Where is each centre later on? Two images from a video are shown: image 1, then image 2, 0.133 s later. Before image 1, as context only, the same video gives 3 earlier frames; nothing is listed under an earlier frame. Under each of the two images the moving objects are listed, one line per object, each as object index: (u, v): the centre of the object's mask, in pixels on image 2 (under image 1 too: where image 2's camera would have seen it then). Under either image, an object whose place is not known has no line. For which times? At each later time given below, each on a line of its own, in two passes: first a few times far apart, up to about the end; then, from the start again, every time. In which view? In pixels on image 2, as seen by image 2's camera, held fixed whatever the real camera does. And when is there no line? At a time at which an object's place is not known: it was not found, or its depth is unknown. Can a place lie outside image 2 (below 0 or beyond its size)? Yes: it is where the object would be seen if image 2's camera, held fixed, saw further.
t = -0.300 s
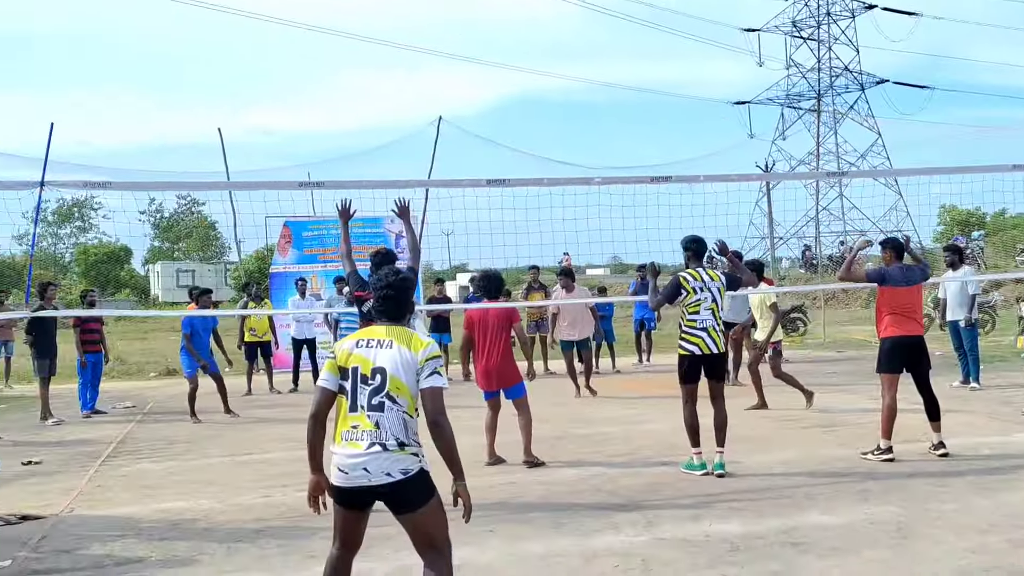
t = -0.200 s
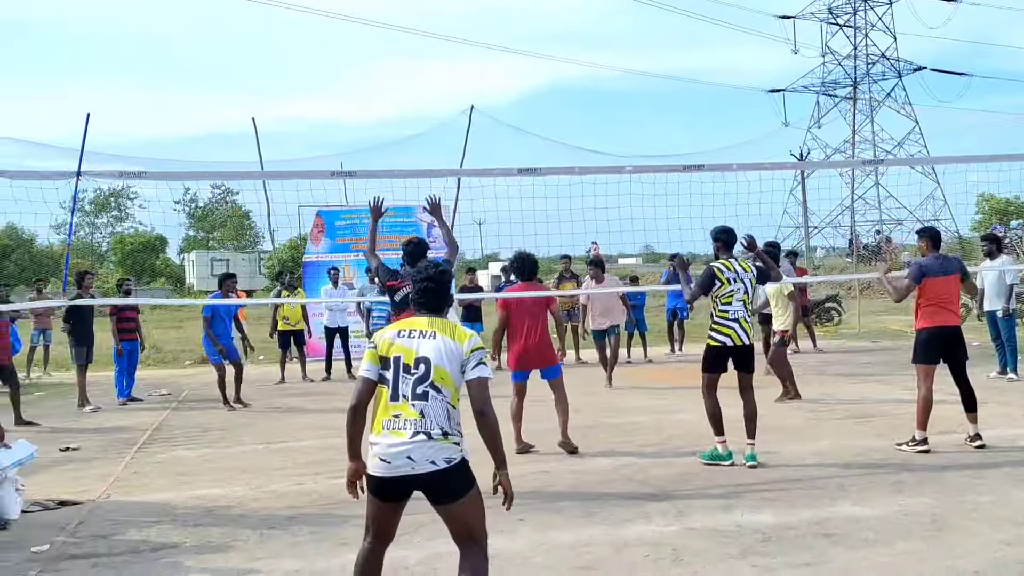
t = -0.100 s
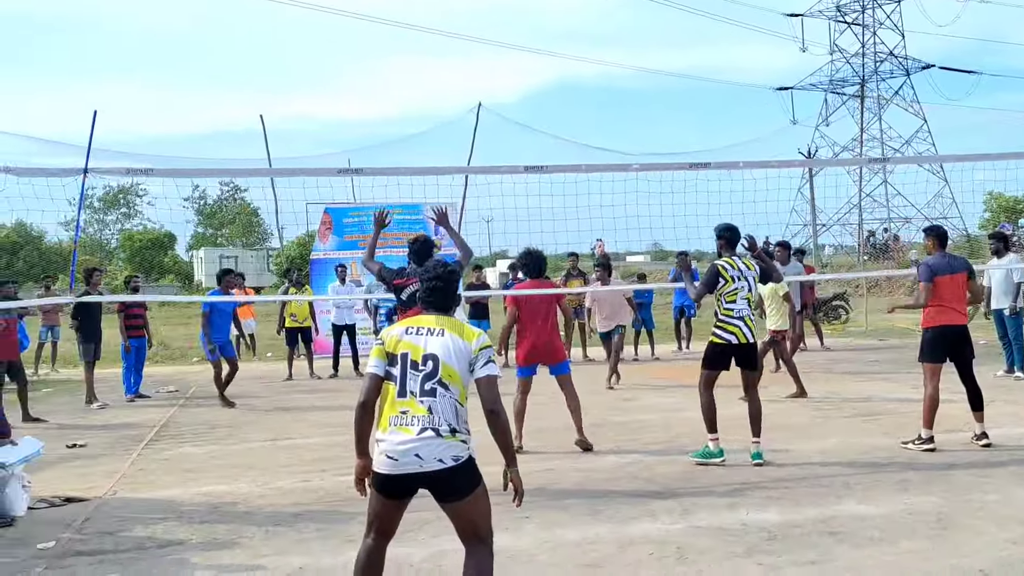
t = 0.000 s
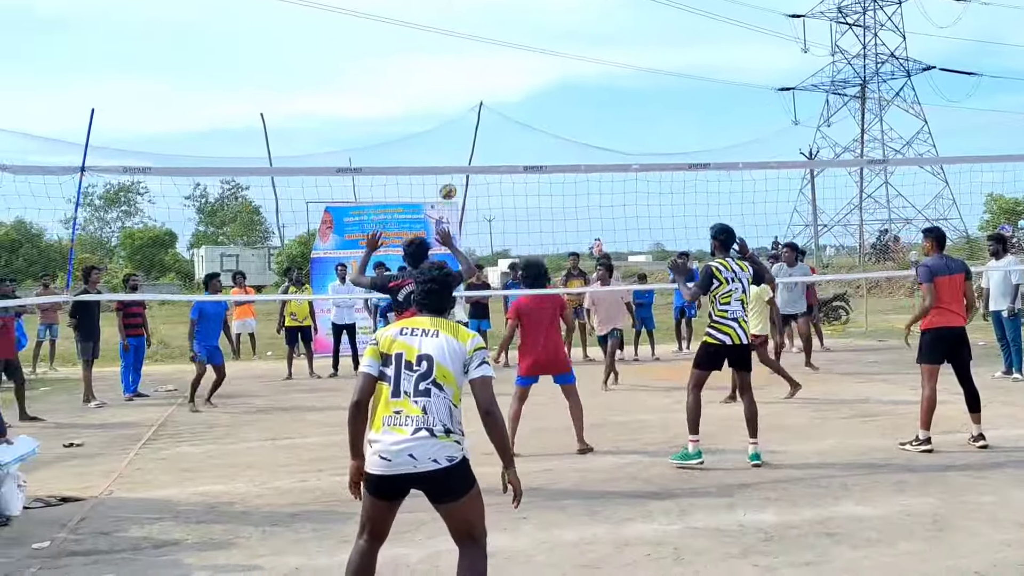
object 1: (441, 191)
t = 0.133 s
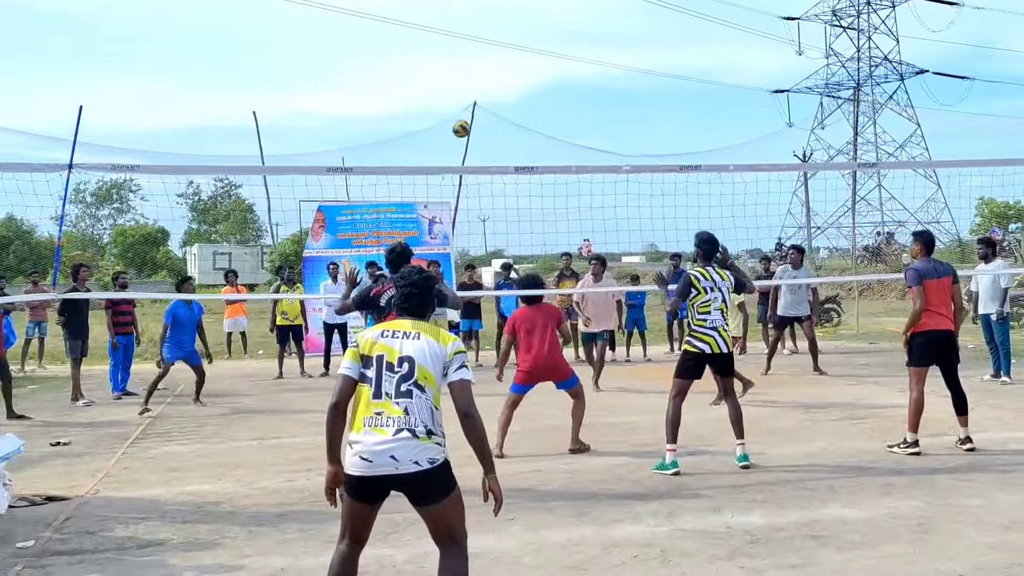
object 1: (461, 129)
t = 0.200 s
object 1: (471, 102)
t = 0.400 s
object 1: (505, 40)
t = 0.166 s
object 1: (466, 115)
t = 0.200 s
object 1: (471, 102)
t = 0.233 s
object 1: (477, 90)
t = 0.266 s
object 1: (482, 78)
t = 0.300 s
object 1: (487, 67)
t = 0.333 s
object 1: (493, 58)
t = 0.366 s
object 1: (499, 49)
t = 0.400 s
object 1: (505, 40)
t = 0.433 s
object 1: (511, 33)
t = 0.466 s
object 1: (520, 24)
